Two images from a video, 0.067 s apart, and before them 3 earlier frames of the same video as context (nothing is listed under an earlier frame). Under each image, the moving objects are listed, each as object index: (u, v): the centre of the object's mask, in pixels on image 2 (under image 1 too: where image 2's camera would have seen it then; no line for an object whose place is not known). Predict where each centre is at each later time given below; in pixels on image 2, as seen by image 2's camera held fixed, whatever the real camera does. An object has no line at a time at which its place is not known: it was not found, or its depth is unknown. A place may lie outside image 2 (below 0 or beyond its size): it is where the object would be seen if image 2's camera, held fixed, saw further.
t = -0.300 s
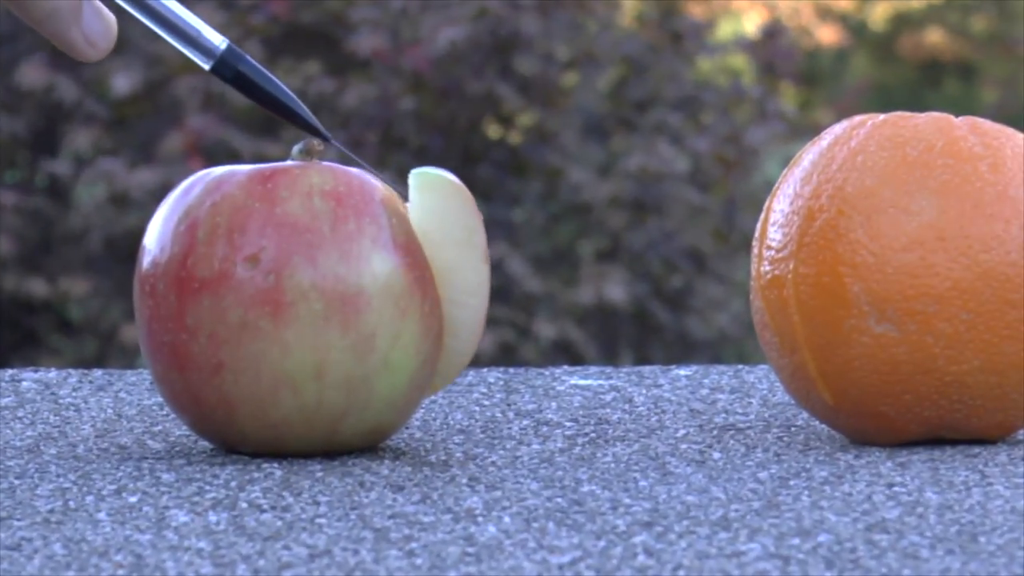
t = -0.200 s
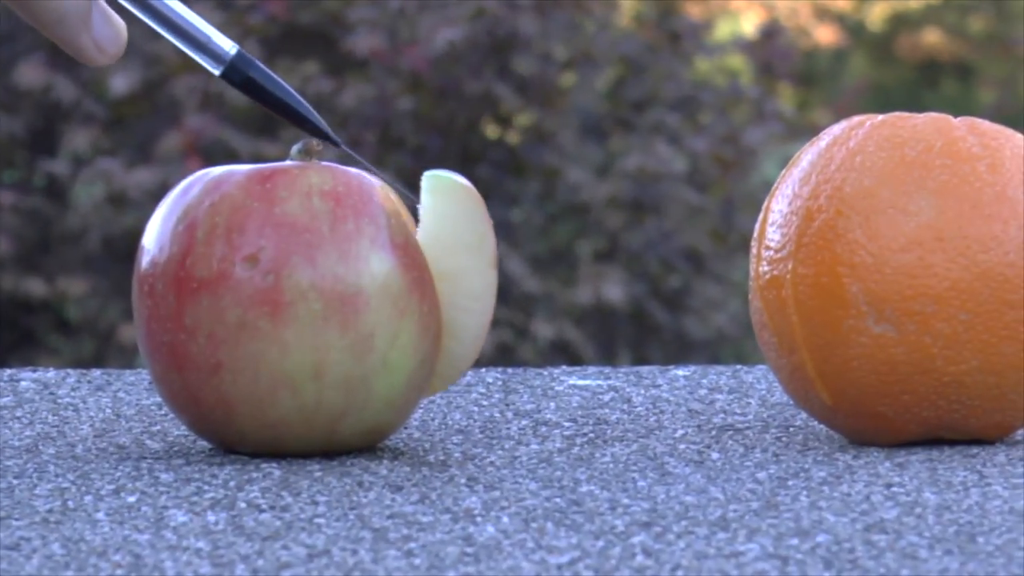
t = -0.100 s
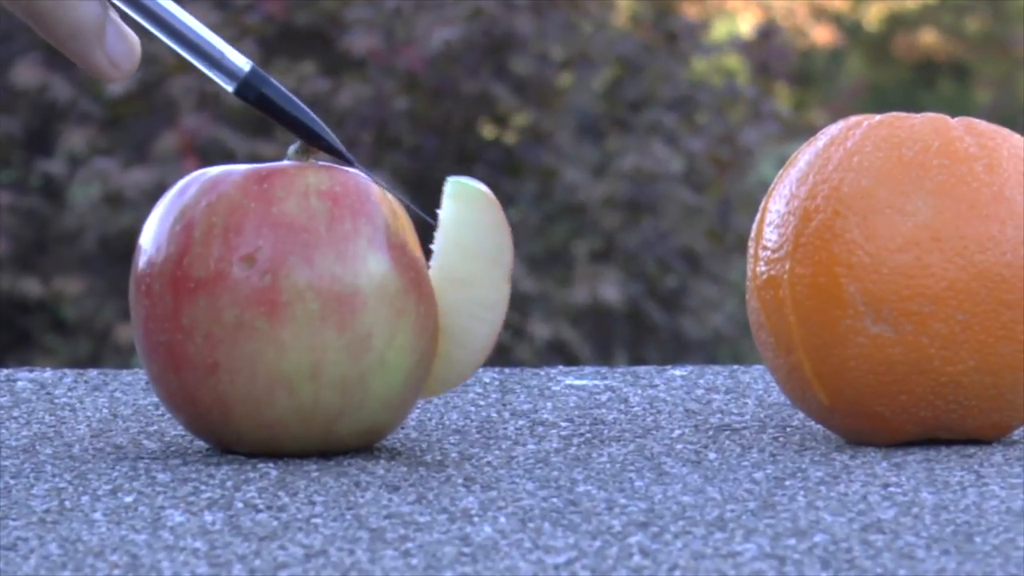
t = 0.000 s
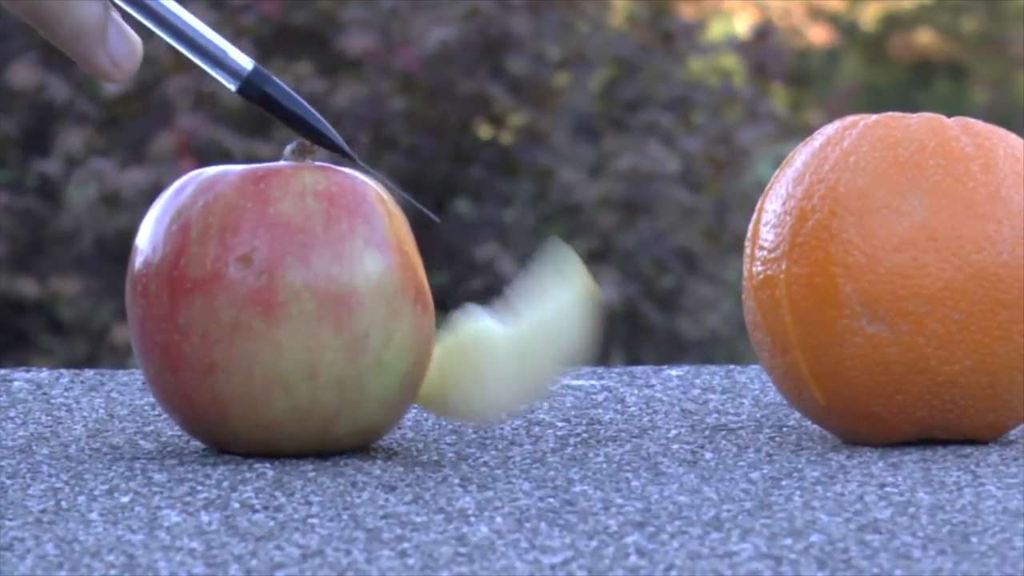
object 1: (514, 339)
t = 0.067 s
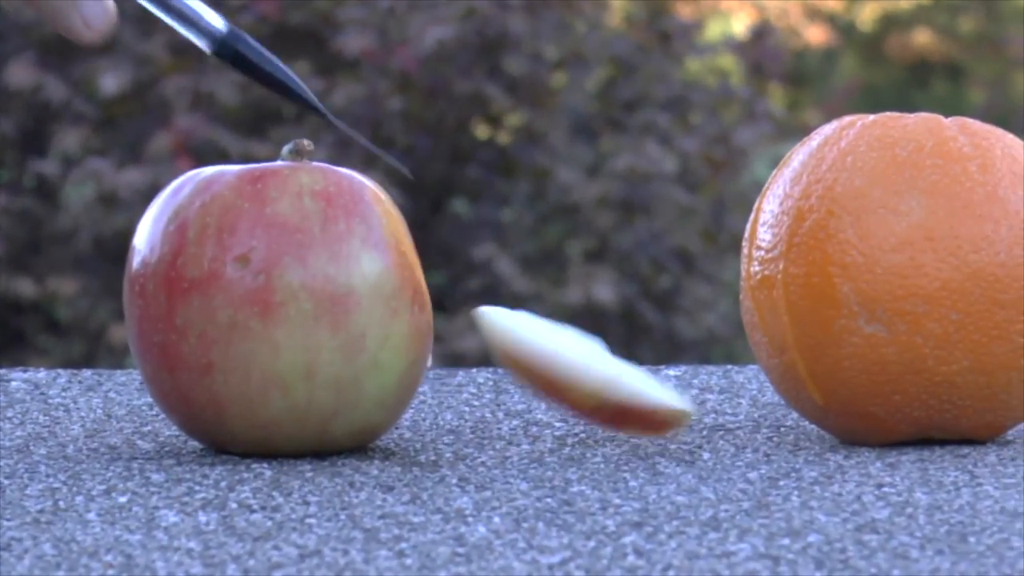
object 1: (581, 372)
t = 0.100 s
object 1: (607, 367)
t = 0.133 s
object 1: (624, 394)
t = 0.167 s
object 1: (627, 416)
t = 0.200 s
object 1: (628, 418)
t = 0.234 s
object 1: (628, 418)
